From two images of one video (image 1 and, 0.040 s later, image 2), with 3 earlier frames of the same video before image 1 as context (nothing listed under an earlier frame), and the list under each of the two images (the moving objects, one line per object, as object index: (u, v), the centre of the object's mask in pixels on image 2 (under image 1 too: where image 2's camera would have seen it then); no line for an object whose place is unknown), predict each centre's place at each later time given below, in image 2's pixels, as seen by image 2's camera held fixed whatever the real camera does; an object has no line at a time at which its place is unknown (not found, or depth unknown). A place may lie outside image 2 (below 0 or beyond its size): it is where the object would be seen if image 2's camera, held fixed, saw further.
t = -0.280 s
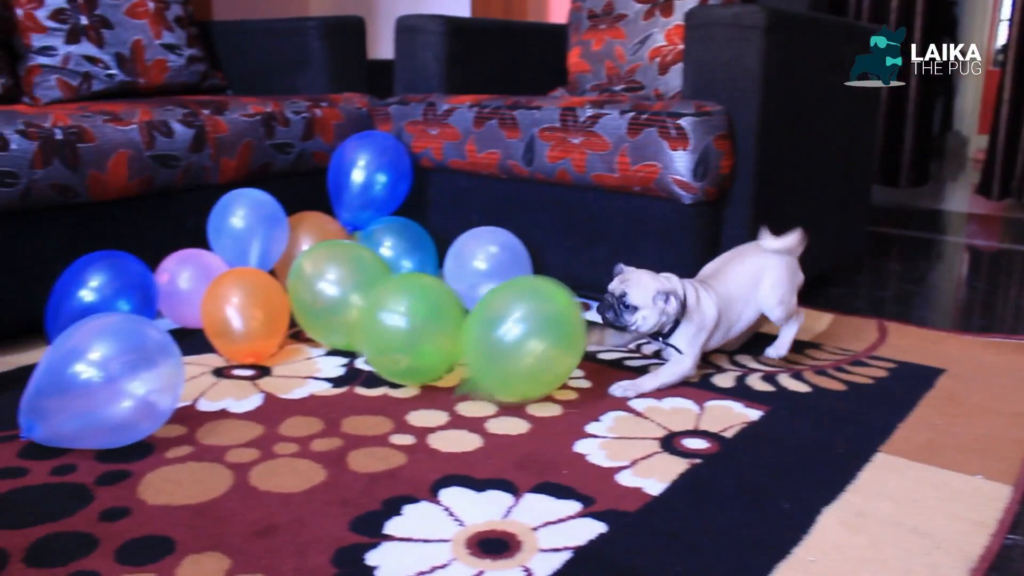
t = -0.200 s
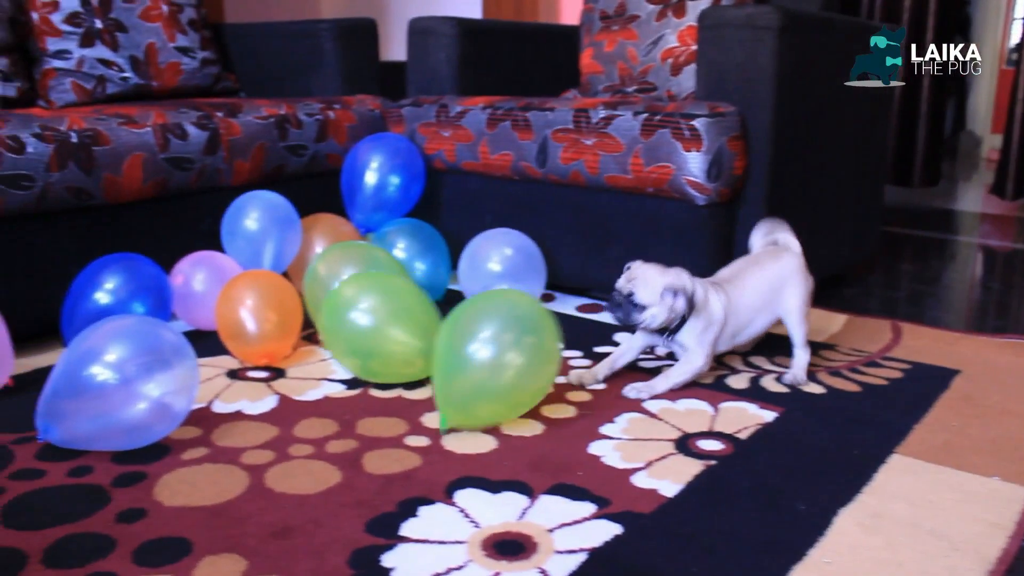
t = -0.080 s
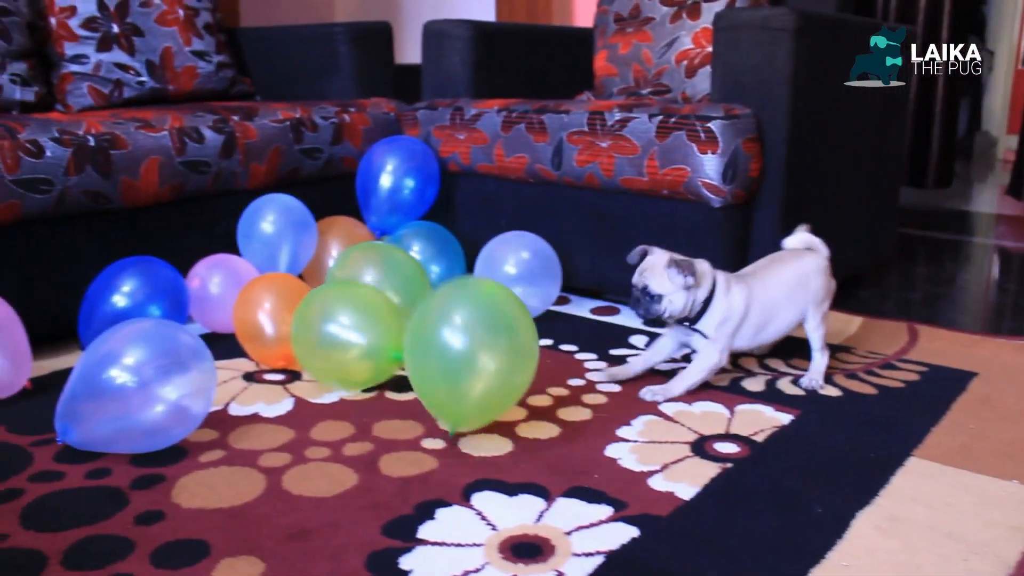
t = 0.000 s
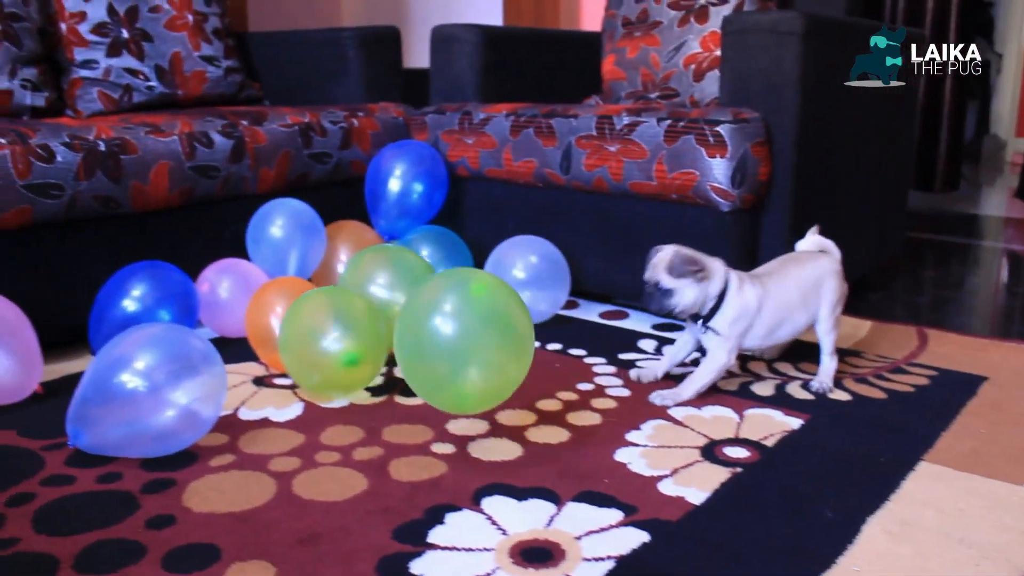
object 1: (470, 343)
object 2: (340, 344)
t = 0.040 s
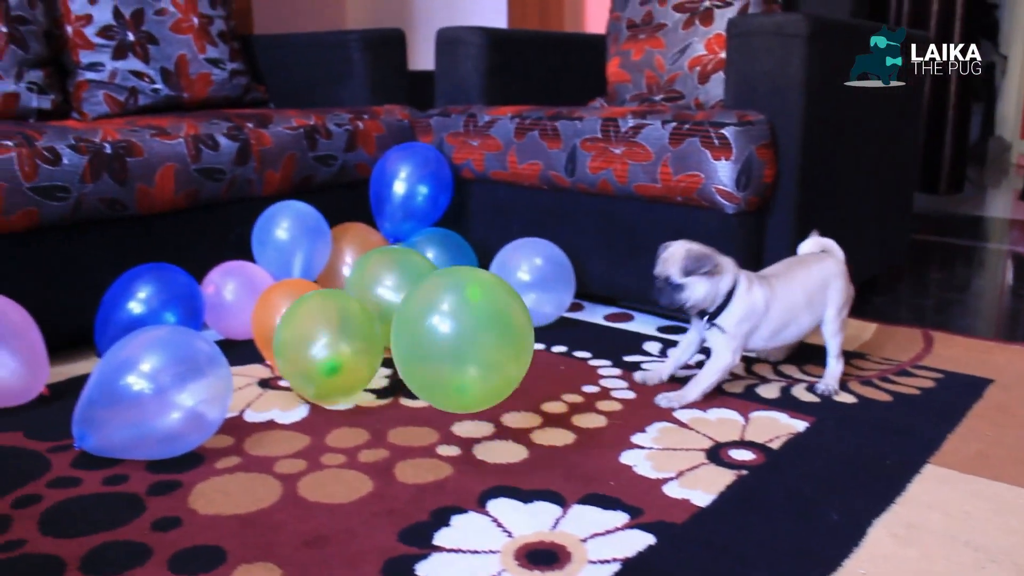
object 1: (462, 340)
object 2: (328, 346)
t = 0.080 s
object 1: (455, 338)
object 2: (319, 347)
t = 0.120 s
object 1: (449, 339)
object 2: (310, 346)
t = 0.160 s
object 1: (442, 341)
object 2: (301, 346)
